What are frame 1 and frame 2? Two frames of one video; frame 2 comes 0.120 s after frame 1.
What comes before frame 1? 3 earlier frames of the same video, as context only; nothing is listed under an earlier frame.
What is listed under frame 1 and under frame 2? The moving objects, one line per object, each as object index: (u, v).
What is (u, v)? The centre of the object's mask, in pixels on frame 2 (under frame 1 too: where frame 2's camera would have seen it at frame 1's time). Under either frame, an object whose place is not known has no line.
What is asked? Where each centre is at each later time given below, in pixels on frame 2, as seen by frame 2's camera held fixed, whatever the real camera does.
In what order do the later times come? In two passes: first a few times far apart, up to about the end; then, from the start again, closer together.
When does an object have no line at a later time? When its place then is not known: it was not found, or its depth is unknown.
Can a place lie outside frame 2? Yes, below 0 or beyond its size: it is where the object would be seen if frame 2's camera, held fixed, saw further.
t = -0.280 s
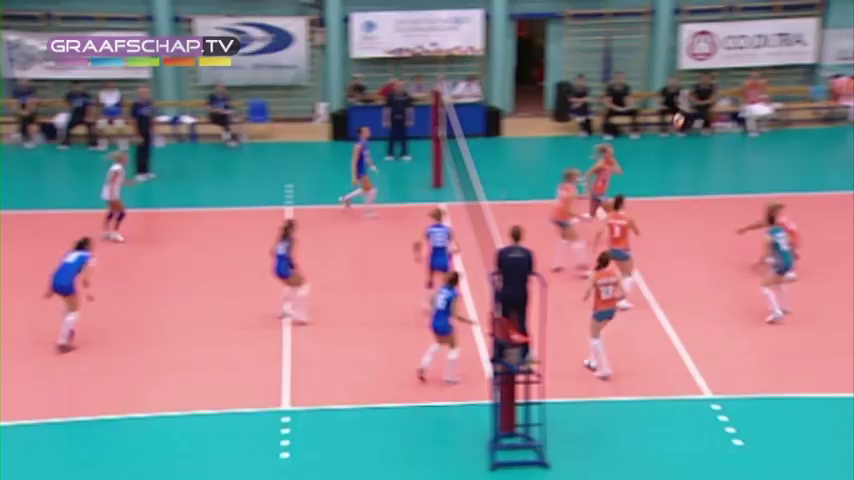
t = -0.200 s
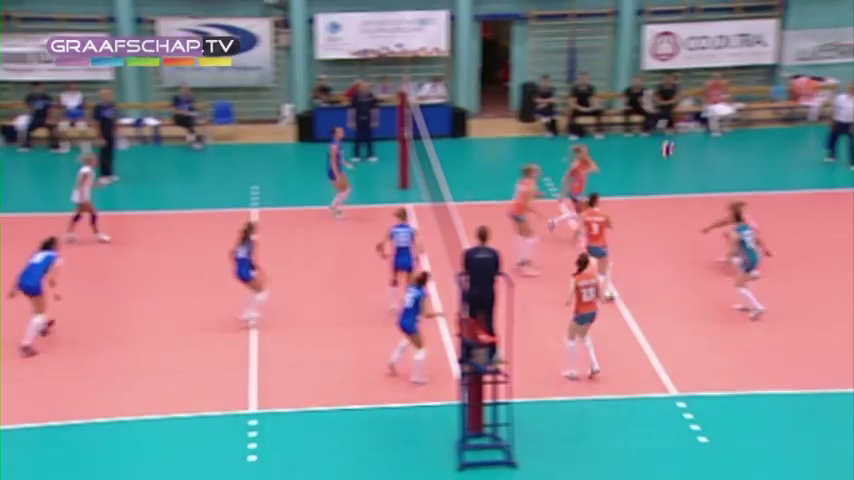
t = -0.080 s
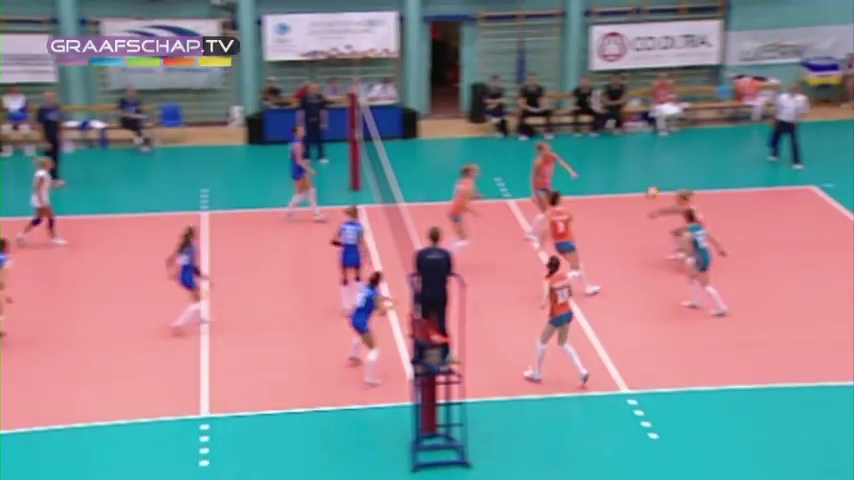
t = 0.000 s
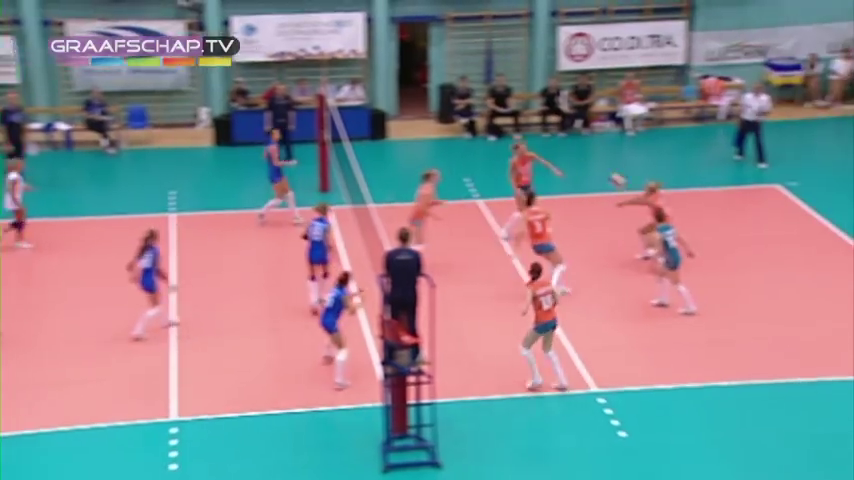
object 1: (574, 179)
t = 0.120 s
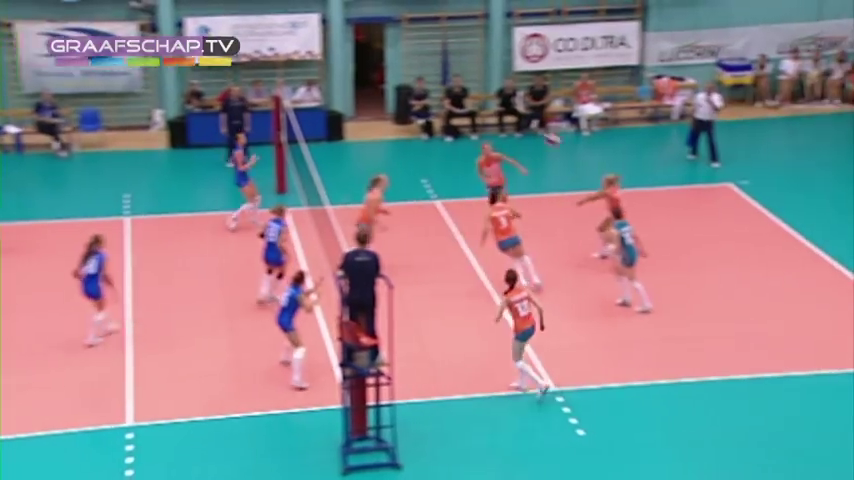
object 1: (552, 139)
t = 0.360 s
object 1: (508, 82)
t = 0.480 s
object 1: (486, 65)
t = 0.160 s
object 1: (542, 127)
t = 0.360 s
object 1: (508, 82)
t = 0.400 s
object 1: (501, 75)
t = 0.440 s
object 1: (493, 70)
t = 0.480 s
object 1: (486, 65)
